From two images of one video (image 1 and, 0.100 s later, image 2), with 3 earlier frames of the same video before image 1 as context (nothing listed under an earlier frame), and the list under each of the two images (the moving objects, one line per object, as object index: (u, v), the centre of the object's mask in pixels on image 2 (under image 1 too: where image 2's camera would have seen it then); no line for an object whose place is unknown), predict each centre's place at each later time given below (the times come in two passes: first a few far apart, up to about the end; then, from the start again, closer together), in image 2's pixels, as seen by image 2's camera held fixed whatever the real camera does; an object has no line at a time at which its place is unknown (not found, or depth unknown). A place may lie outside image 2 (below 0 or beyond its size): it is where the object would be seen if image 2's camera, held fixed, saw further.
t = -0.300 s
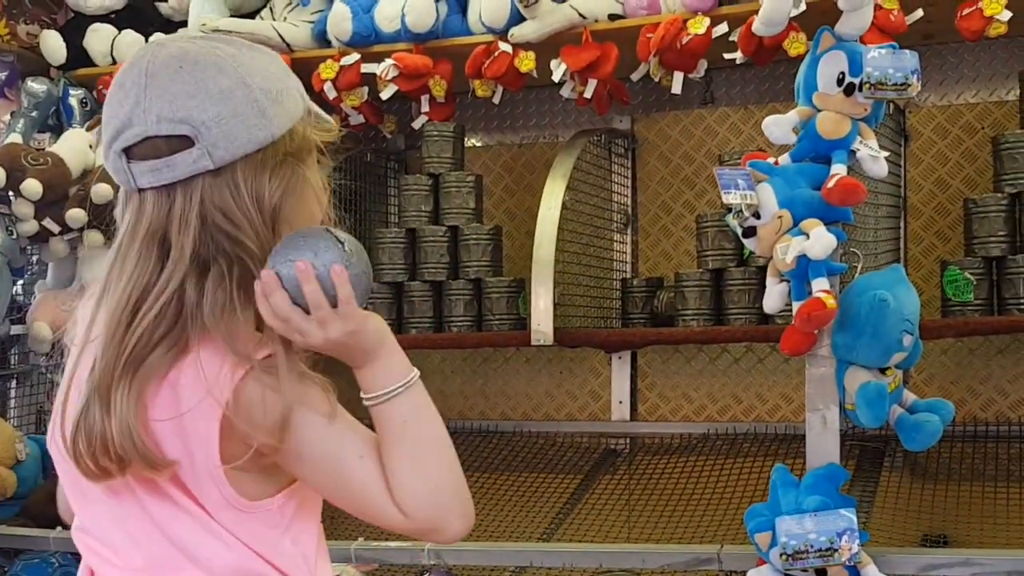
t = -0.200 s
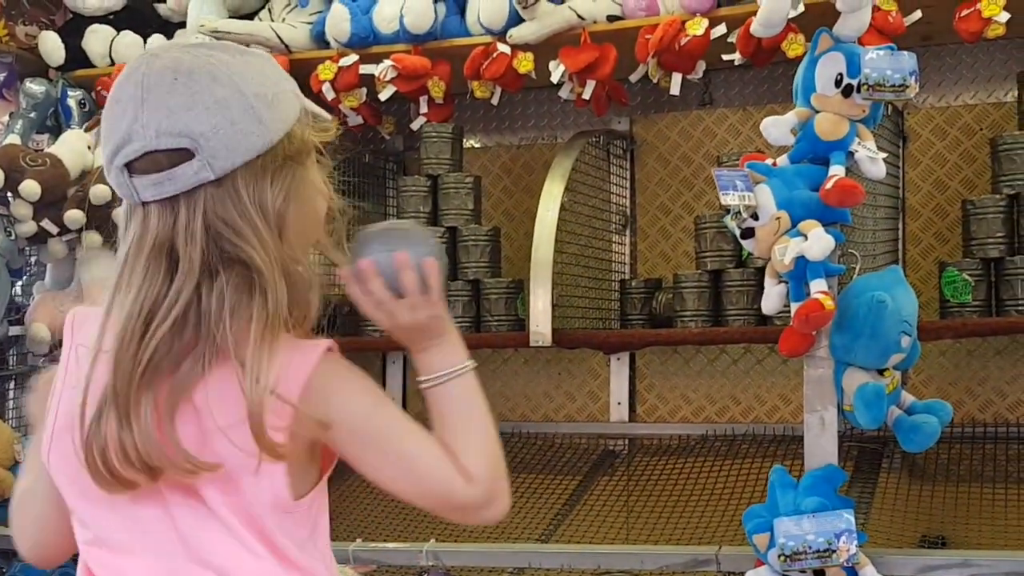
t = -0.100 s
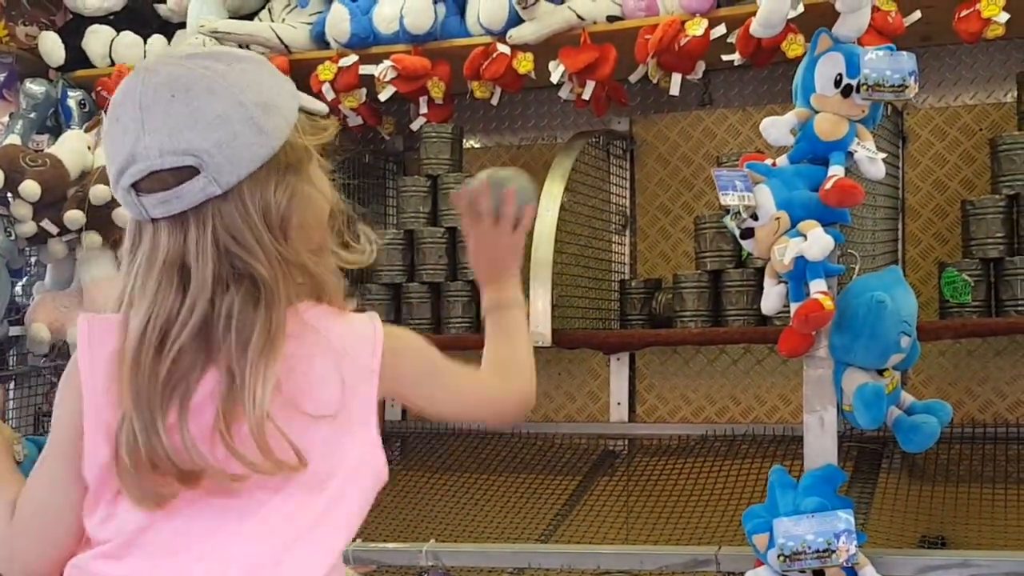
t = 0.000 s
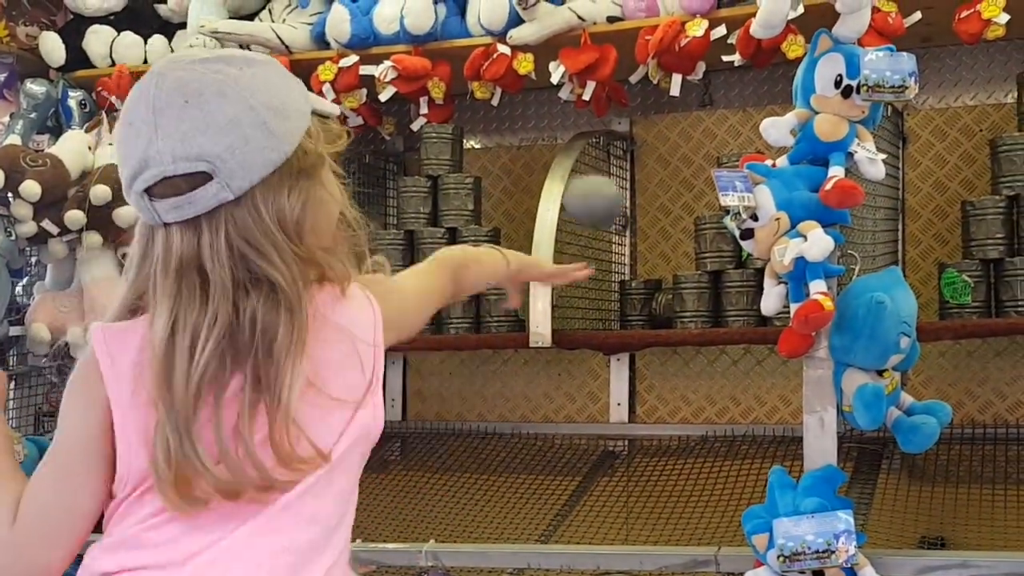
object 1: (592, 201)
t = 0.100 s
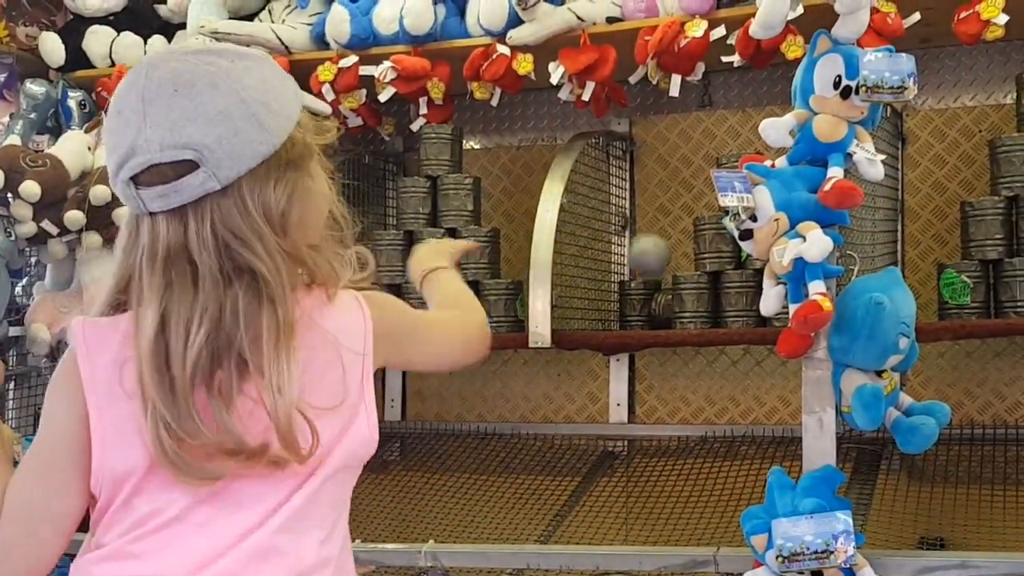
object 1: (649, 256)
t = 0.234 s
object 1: (620, 303)
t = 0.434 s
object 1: (534, 358)
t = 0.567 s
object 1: (486, 503)
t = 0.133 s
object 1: (662, 279)
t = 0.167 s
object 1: (660, 303)
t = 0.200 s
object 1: (638, 309)
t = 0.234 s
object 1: (620, 303)
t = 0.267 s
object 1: (604, 302)
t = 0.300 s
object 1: (582, 307)
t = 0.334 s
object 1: (565, 315)
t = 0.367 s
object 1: (554, 327)
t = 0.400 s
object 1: (544, 341)
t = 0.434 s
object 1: (534, 358)
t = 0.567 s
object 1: (486, 503)
